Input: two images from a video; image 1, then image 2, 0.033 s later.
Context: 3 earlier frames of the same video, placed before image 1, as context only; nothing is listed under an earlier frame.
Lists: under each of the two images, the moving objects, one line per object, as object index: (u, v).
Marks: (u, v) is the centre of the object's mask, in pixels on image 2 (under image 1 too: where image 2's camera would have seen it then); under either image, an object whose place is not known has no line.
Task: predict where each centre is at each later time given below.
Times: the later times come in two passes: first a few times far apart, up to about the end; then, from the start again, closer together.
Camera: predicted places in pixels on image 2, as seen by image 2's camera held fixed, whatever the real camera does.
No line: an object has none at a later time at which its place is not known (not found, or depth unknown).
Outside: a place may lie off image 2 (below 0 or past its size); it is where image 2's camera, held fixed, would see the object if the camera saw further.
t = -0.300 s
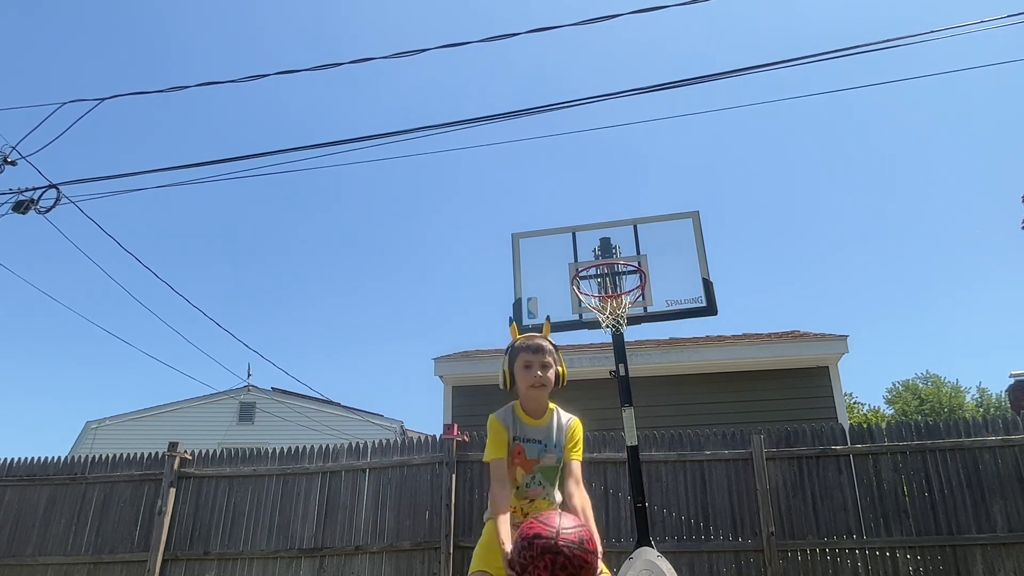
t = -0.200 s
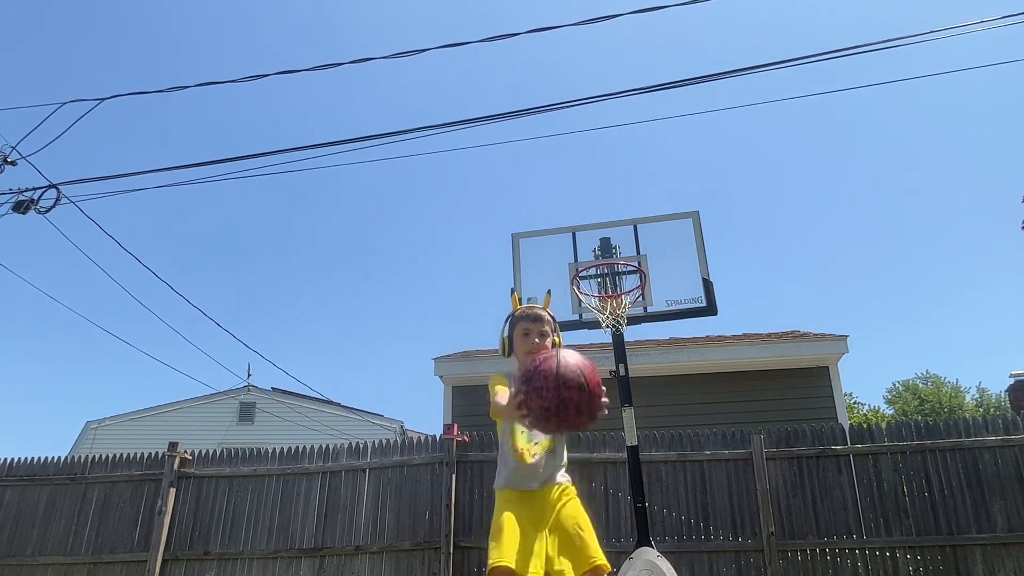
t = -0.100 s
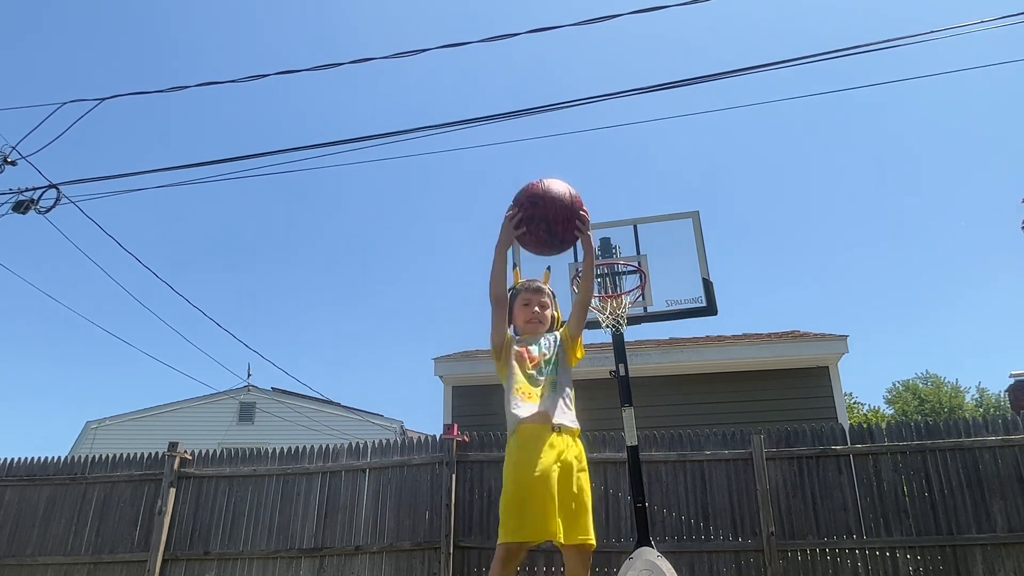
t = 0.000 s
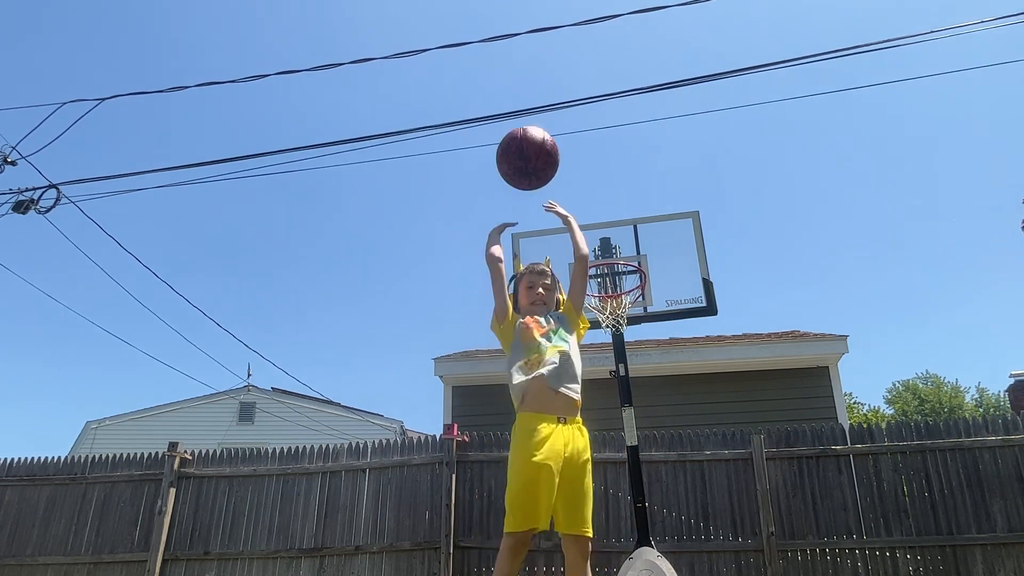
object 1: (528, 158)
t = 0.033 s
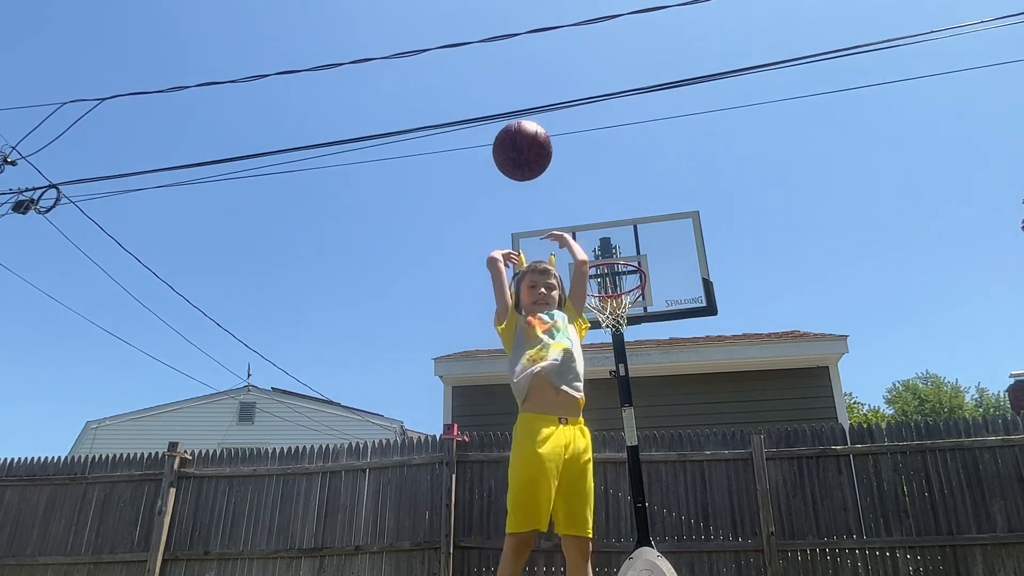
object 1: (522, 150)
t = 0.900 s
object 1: (471, 460)
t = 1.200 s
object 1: (438, 539)
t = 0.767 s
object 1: (475, 372)
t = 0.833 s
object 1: (473, 415)
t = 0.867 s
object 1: (471, 437)
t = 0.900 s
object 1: (471, 460)
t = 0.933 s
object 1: (470, 485)
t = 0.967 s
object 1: (469, 510)
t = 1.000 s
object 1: (467, 533)
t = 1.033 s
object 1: (463, 528)
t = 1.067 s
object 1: (459, 527)
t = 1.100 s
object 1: (454, 528)
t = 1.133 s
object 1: (448, 530)
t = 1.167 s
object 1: (444, 534)
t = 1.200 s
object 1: (438, 539)
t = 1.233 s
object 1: (432, 547)
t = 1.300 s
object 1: (419, 564)
